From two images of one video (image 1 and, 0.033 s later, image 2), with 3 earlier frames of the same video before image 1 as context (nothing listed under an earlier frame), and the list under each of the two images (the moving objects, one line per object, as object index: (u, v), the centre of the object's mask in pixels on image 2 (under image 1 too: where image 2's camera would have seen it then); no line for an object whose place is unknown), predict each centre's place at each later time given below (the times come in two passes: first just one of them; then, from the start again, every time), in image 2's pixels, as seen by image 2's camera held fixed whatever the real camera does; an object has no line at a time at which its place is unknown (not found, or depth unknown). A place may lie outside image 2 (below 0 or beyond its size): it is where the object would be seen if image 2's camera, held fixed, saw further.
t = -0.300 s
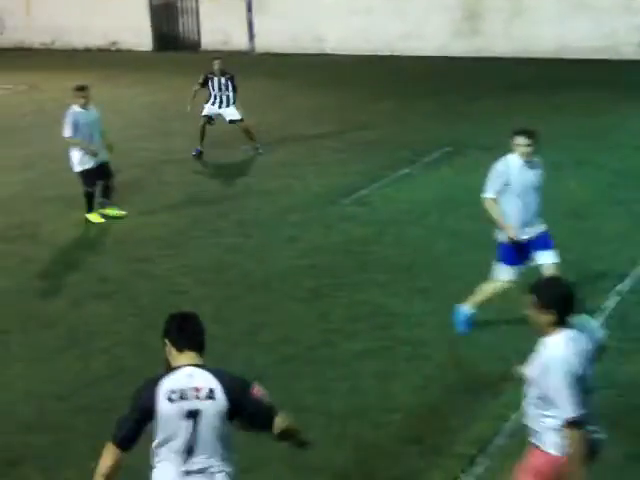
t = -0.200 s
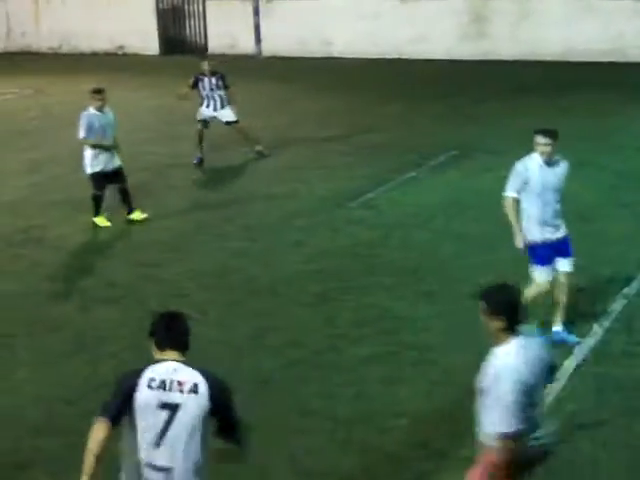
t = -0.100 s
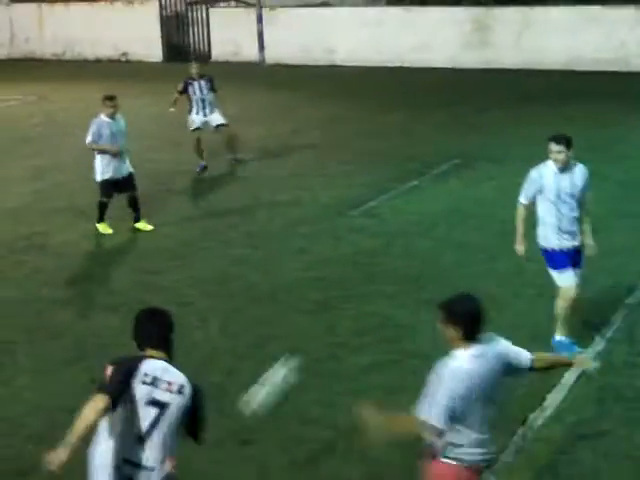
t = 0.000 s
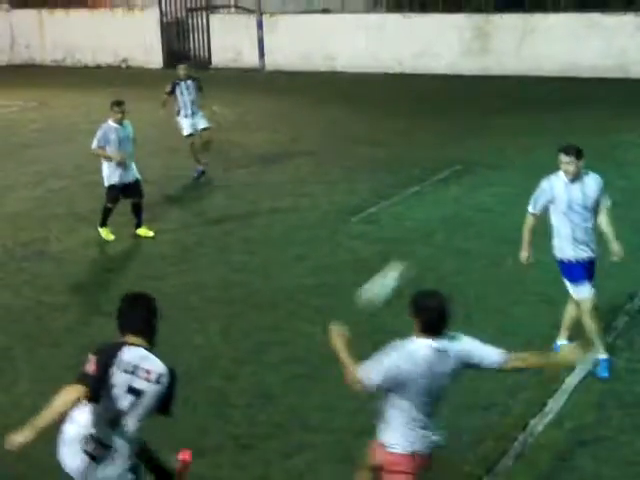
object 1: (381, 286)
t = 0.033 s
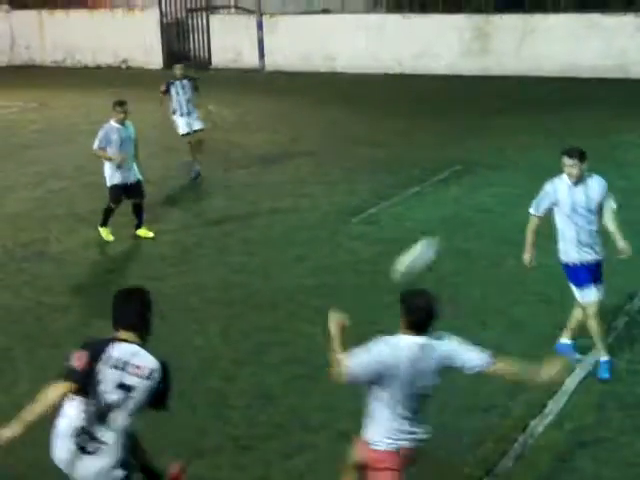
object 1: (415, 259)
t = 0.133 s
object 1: (505, 191)
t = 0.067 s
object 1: (445, 233)
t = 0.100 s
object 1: (477, 209)
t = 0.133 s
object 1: (505, 191)
